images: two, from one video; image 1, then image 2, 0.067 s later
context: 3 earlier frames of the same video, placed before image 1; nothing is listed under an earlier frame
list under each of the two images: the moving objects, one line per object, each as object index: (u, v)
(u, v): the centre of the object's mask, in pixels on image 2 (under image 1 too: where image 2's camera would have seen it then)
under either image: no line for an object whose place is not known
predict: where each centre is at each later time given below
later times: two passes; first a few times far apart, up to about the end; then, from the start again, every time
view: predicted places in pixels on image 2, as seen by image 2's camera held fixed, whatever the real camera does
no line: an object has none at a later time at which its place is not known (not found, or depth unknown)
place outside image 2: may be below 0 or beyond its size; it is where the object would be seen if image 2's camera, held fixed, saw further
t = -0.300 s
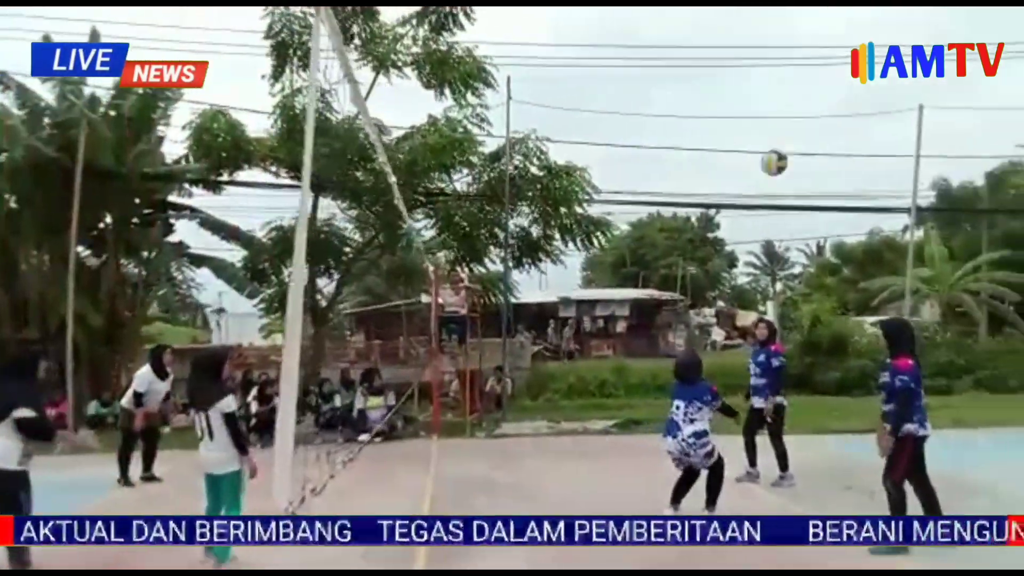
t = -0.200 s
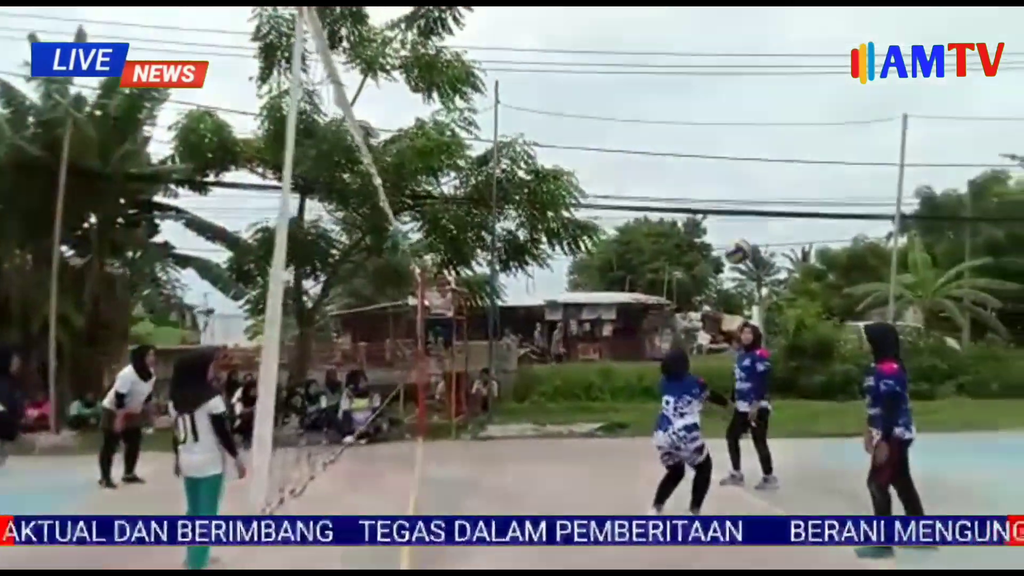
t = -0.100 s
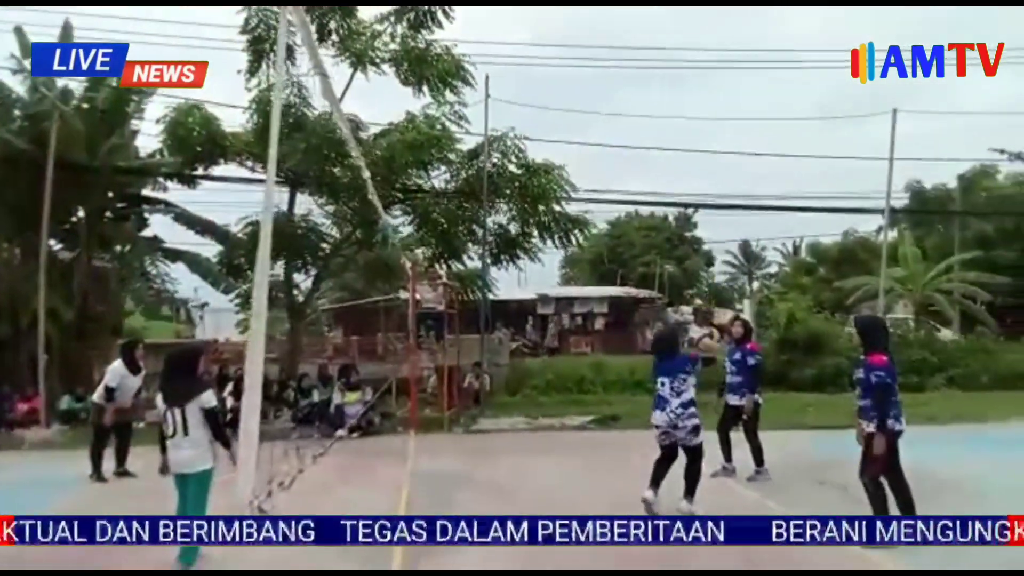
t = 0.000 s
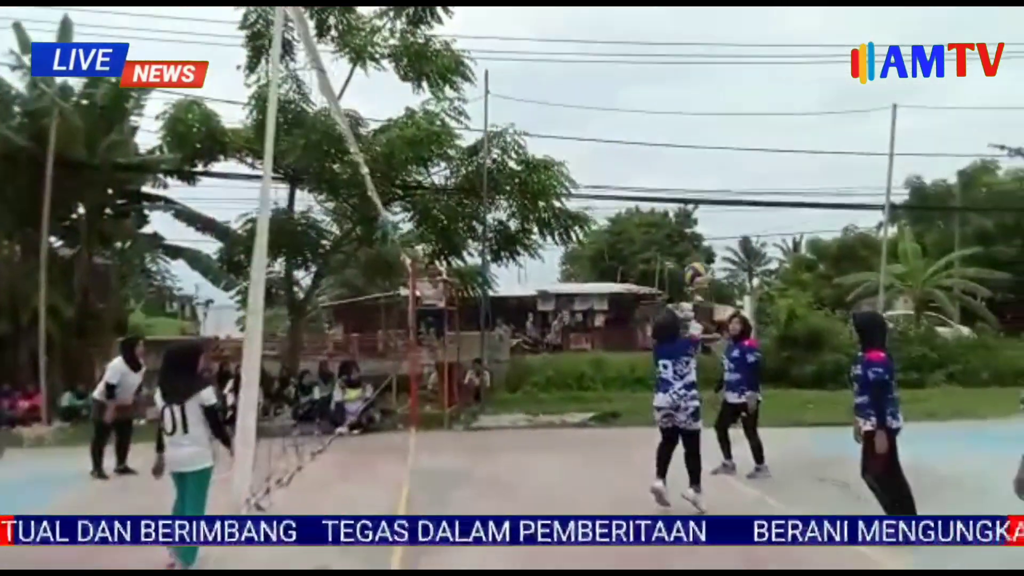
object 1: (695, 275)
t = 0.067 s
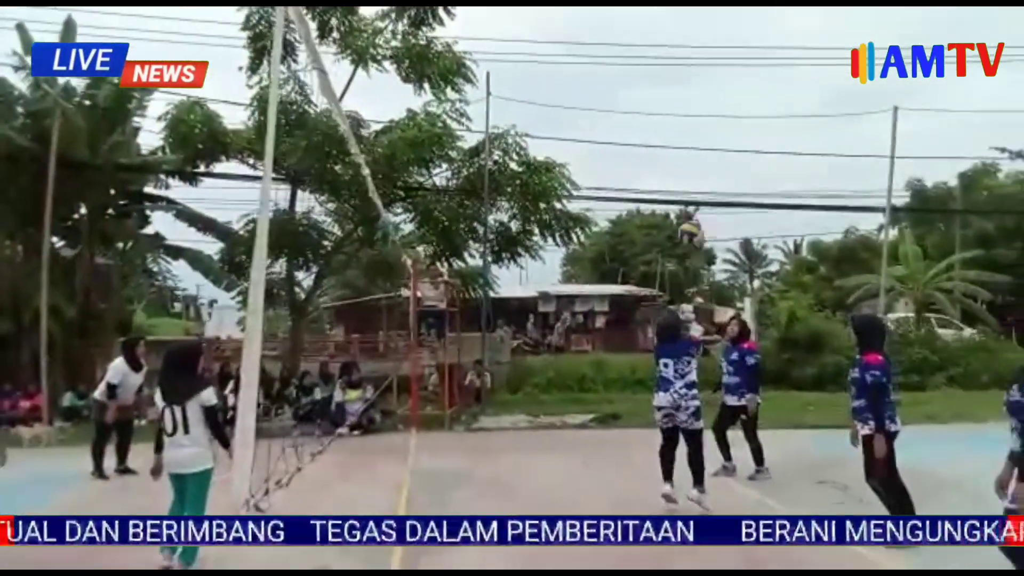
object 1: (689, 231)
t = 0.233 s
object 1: (675, 149)
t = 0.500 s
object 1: (652, 82)
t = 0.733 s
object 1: (633, 91)
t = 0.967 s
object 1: (616, 159)
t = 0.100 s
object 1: (688, 214)
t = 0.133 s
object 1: (684, 196)
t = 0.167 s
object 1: (682, 179)
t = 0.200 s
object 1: (678, 163)
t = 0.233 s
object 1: (675, 149)
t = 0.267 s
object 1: (672, 136)
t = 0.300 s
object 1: (668, 125)
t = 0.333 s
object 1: (667, 114)
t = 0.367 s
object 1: (663, 105)
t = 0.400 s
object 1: (661, 98)
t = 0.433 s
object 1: (658, 92)
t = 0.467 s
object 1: (655, 85)
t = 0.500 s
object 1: (652, 82)
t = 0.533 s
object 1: (649, 80)
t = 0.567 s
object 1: (646, 79)
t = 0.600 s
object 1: (643, 79)
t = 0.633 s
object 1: (641, 80)
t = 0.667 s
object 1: (638, 83)
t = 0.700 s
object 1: (636, 86)
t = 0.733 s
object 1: (633, 91)
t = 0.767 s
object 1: (631, 98)
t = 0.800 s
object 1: (628, 105)
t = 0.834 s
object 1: (625, 114)
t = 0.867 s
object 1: (623, 123)
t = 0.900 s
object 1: (620, 135)
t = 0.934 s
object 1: (619, 146)
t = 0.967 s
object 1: (616, 159)
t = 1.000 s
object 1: (614, 174)
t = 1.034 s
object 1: (613, 189)
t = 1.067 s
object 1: (610, 205)
